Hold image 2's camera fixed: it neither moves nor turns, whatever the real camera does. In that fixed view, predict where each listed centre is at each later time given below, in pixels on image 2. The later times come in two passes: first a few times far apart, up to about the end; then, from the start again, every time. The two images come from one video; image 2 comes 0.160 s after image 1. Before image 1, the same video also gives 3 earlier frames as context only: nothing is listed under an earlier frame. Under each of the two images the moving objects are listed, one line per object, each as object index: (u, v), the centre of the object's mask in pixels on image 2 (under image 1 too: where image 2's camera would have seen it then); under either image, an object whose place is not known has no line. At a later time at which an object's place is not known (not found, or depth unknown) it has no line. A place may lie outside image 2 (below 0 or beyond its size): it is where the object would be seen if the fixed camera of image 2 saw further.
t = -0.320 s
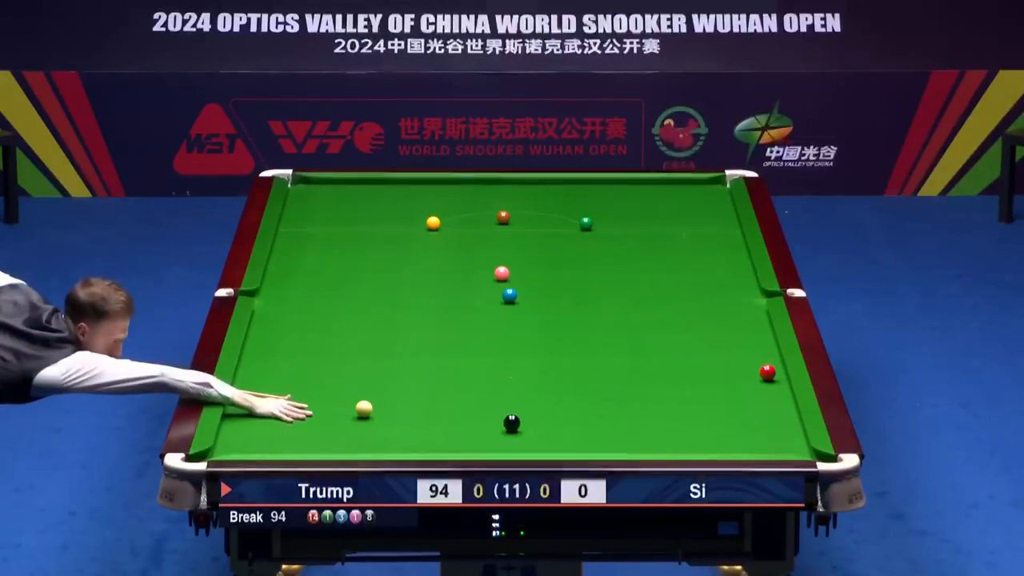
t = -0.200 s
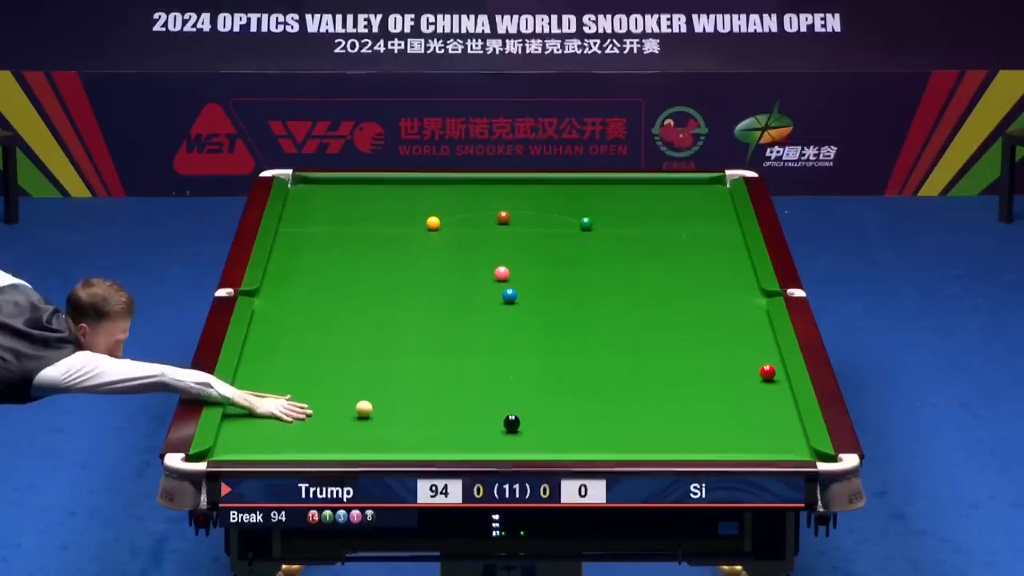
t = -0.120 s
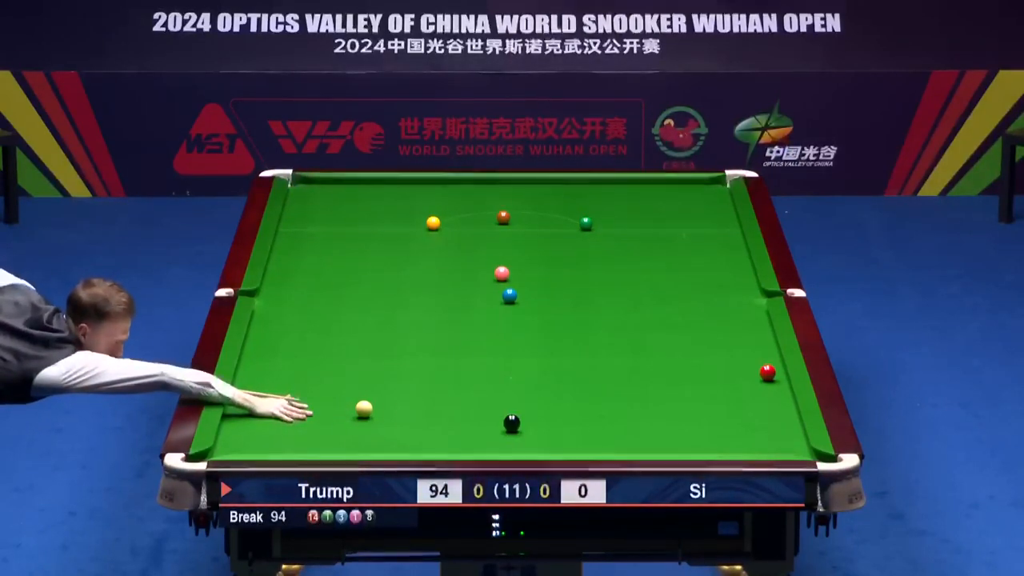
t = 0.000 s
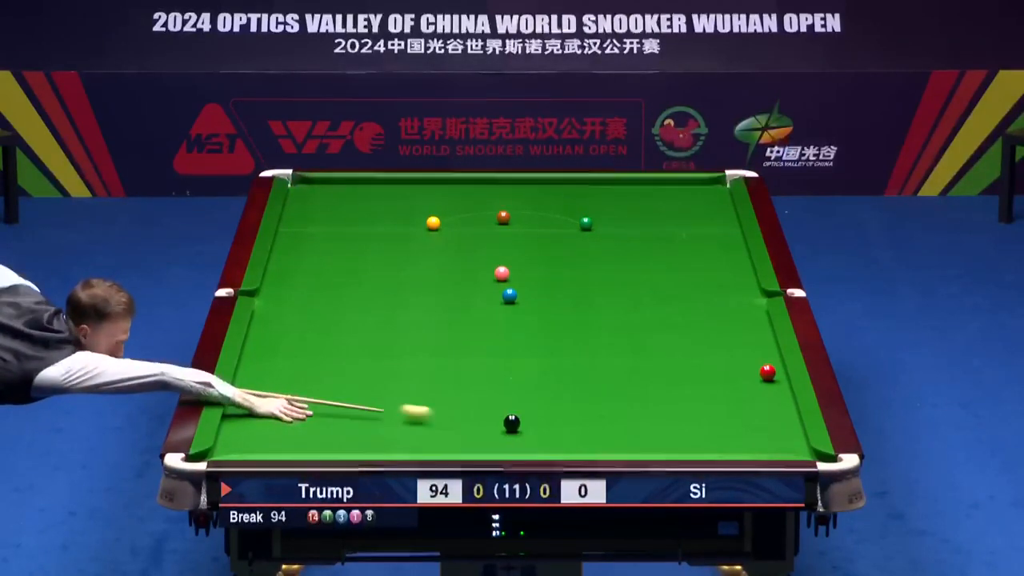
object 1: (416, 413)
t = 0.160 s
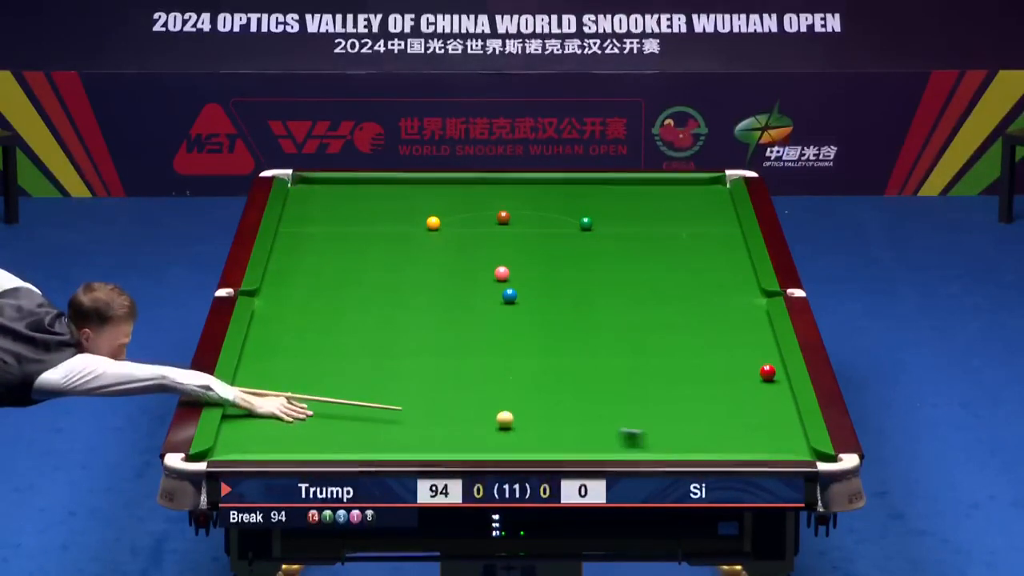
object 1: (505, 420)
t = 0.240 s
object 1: (514, 419)
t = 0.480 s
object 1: (540, 417)
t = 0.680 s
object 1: (560, 416)
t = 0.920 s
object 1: (583, 414)
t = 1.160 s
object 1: (605, 413)
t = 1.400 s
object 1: (625, 412)
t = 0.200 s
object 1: (509, 419)
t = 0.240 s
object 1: (514, 419)
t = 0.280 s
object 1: (518, 419)
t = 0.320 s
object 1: (522, 419)
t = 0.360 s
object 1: (527, 418)
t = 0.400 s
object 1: (531, 418)
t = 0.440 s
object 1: (535, 418)
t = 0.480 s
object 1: (540, 417)
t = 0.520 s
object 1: (544, 417)
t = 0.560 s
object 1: (548, 417)
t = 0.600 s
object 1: (552, 416)
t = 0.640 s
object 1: (556, 416)
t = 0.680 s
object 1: (560, 416)
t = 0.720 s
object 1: (564, 416)
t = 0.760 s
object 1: (568, 415)
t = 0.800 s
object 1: (572, 415)
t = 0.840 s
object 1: (576, 415)
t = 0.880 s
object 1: (579, 415)
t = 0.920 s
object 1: (583, 414)
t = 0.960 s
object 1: (587, 414)
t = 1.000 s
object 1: (590, 414)
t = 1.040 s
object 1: (594, 414)
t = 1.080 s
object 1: (598, 414)
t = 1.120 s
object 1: (601, 413)
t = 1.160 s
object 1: (605, 413)
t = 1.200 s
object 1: (608, 413)
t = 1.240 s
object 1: (612, 413)
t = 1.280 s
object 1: (615, 412)
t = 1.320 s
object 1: (618, 412)
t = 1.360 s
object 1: (622, 412)
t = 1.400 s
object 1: (625, 412)
